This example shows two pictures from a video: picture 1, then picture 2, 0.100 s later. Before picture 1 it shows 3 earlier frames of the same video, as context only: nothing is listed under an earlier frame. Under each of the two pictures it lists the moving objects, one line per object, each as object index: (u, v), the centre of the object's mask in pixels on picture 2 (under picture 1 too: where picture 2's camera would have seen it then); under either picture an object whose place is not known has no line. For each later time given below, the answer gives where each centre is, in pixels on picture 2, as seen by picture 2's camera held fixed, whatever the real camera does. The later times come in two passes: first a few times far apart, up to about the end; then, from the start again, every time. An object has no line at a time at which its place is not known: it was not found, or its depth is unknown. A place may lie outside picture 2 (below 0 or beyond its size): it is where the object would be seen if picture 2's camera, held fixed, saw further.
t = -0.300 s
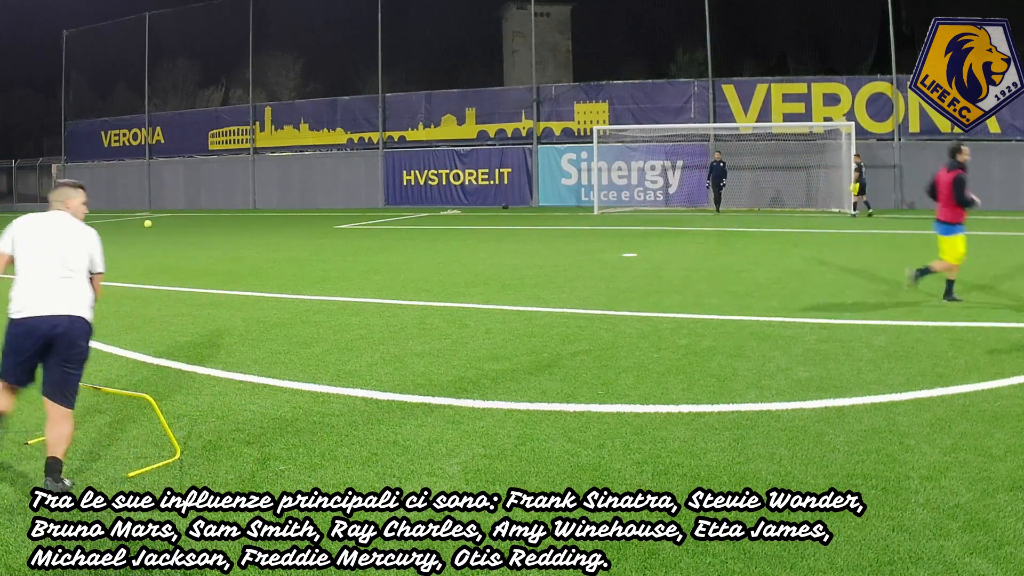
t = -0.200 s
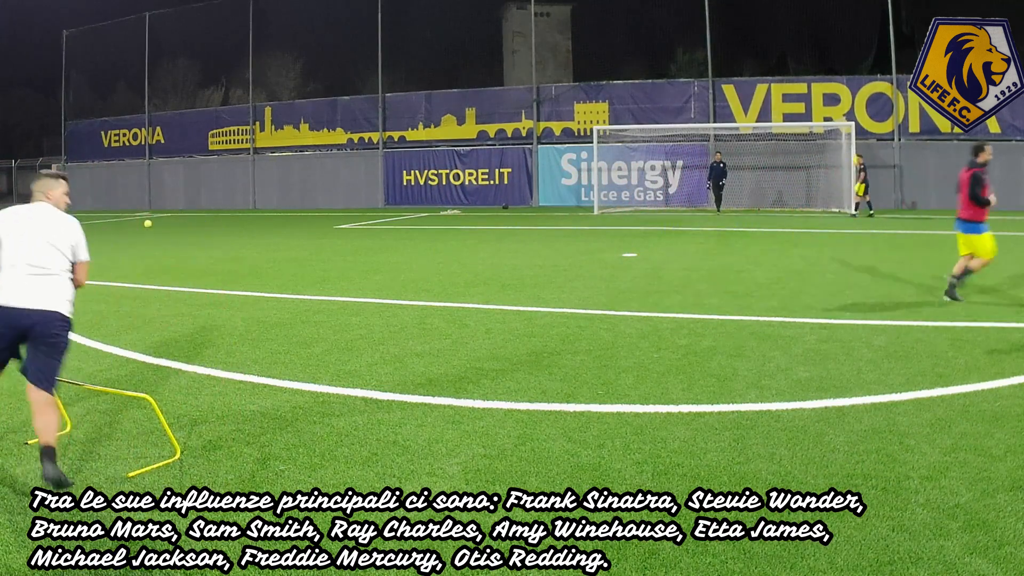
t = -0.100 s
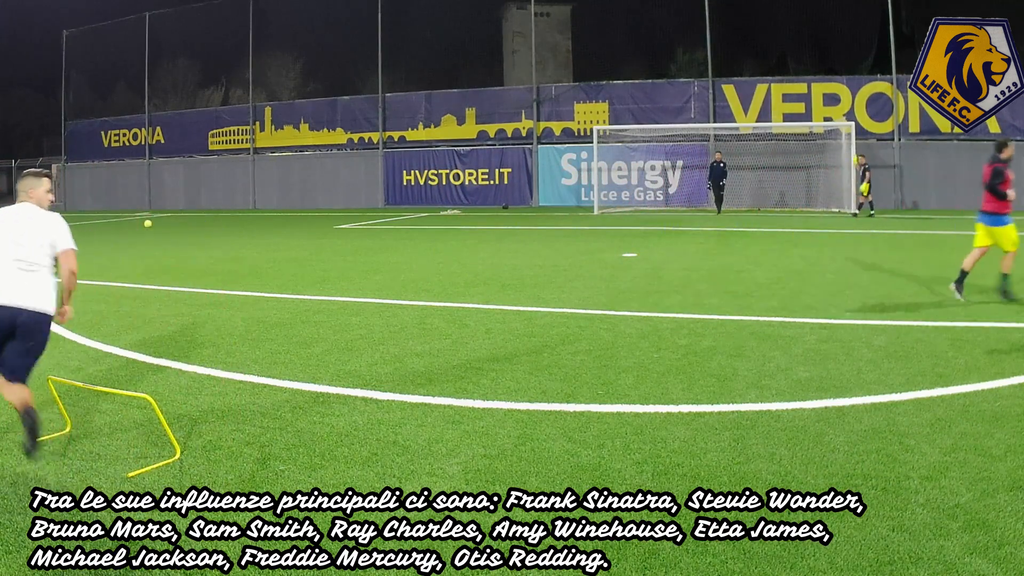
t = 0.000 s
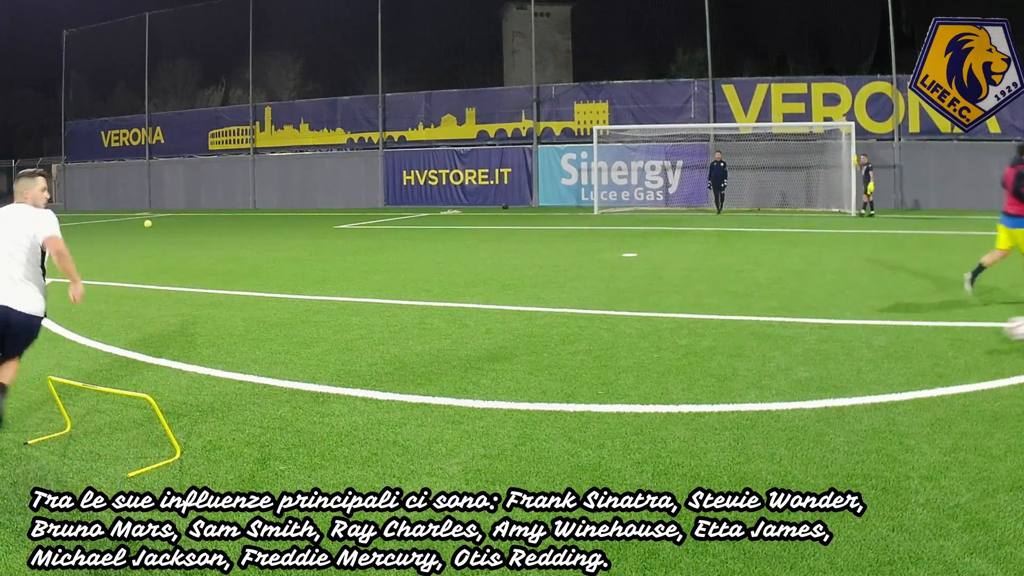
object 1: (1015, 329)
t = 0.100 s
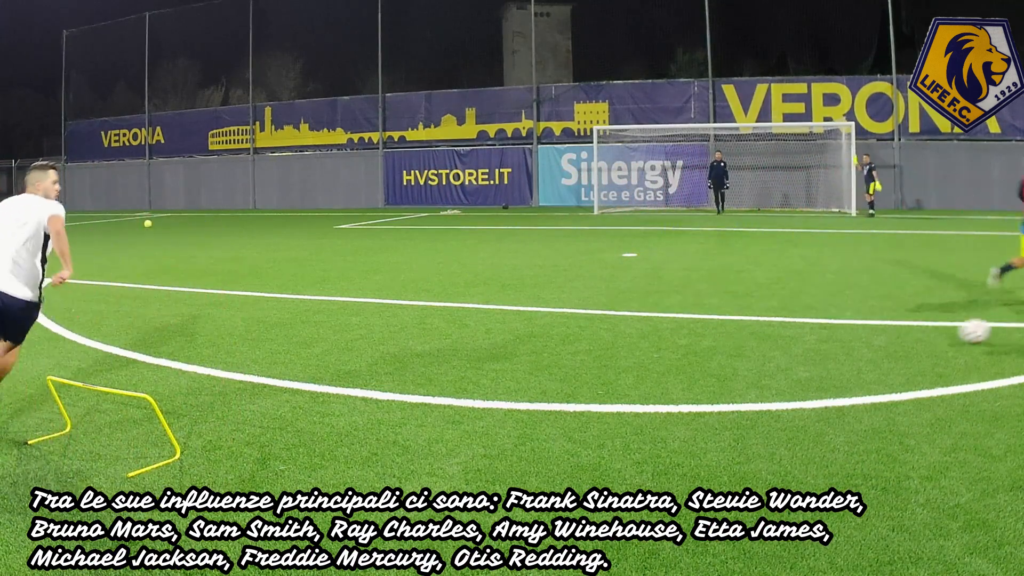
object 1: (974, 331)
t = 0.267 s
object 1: (904, 335)
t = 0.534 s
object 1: (807, 339)
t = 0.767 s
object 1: (734, 341)
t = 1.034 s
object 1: (656, 344)
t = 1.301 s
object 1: (584, 345)
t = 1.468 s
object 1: (543, 346)
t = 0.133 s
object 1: (960, 332)
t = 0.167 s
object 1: (945, 333)
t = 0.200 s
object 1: (931, 335)
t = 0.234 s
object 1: (918, 335)
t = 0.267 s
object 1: (904, 335)
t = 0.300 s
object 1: (890, 336)
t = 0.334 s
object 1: (877, 337)
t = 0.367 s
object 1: (865, 338)
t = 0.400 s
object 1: (852, 338)
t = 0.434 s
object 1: (840, 339)
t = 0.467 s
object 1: (828, 339)
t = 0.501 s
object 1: (817, 340)
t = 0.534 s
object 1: (807, 339)
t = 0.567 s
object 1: (796, 339)
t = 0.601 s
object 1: (785, 339)
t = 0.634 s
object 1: (775, 340)
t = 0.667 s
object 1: (764, 342)
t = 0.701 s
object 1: (754, 342)
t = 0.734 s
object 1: (743, 341)
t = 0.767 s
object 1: (734, 341)
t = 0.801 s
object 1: (724, 342)
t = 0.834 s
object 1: (714, 343)
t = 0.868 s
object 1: (704, 343)
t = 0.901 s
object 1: (694, 343)
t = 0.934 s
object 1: (685, 343)
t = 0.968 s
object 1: (675, 343)
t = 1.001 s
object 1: (665, 343)
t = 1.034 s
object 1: (656, 344)
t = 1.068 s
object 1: (646, 344)
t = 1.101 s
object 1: (637, 344)
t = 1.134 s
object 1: (628, 344)
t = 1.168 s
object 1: (619, 344)
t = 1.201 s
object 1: (611, 345)
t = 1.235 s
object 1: (602, 345)
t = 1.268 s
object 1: (593, 345)
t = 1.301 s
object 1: (584, 345)
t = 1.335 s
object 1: (575, 345)
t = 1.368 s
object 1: (567, 345)
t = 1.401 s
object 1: (558, 345)
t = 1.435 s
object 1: (550, 345)
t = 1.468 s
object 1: (543, 346)
